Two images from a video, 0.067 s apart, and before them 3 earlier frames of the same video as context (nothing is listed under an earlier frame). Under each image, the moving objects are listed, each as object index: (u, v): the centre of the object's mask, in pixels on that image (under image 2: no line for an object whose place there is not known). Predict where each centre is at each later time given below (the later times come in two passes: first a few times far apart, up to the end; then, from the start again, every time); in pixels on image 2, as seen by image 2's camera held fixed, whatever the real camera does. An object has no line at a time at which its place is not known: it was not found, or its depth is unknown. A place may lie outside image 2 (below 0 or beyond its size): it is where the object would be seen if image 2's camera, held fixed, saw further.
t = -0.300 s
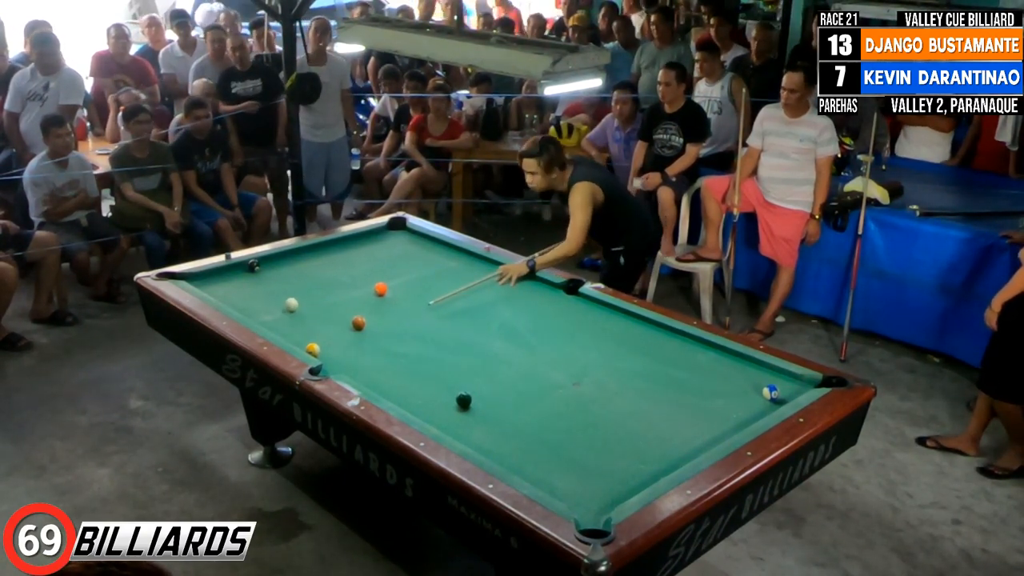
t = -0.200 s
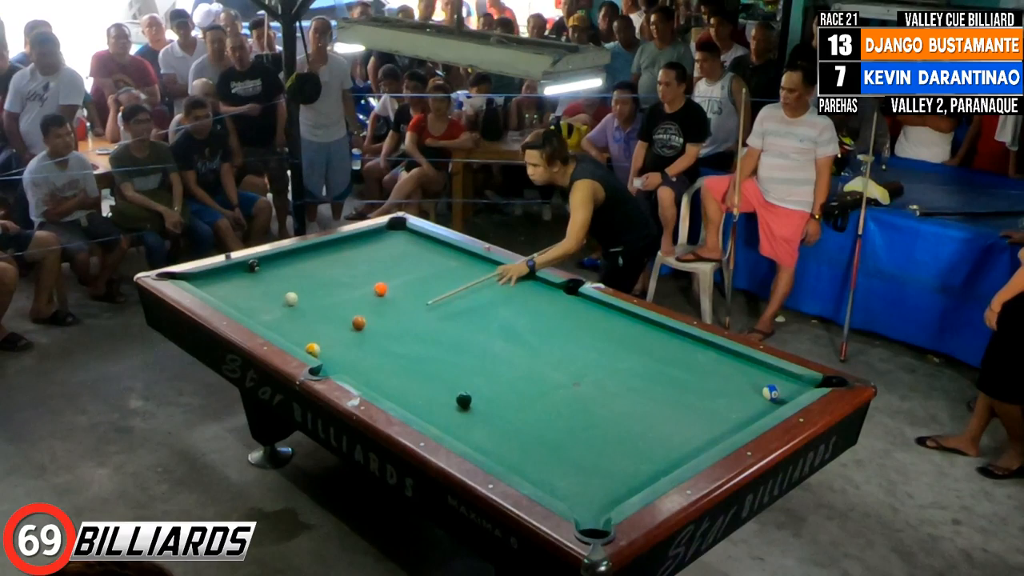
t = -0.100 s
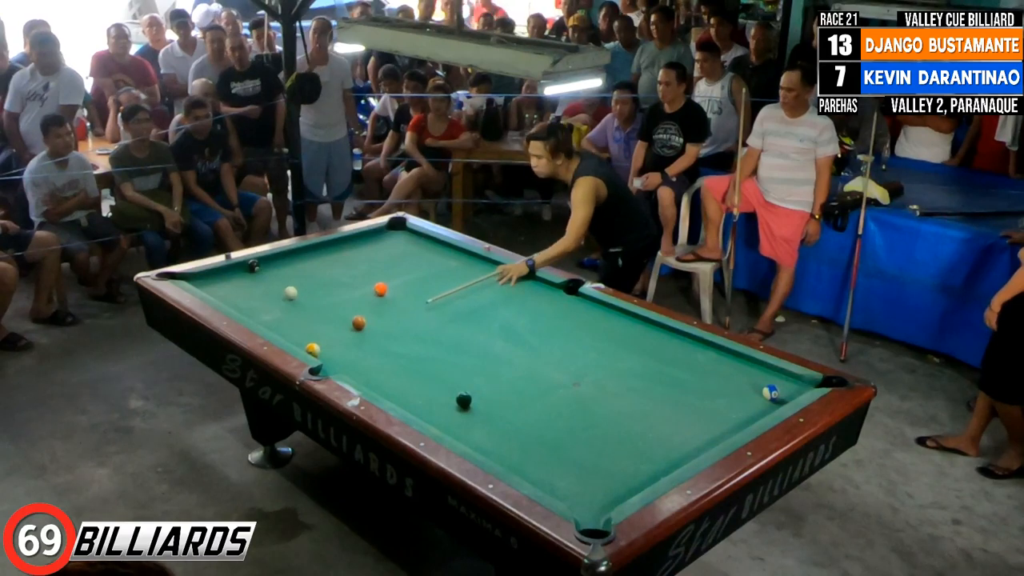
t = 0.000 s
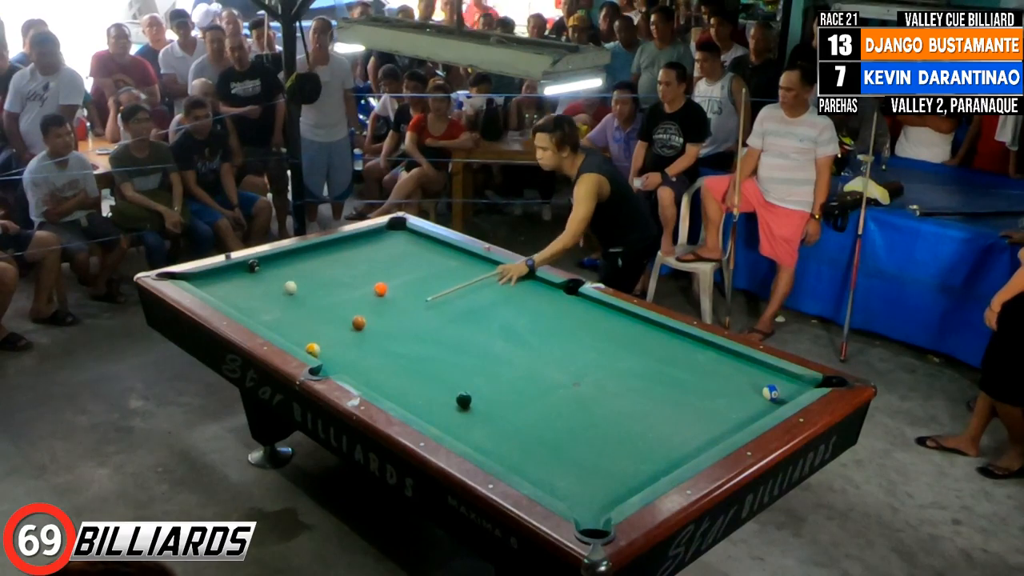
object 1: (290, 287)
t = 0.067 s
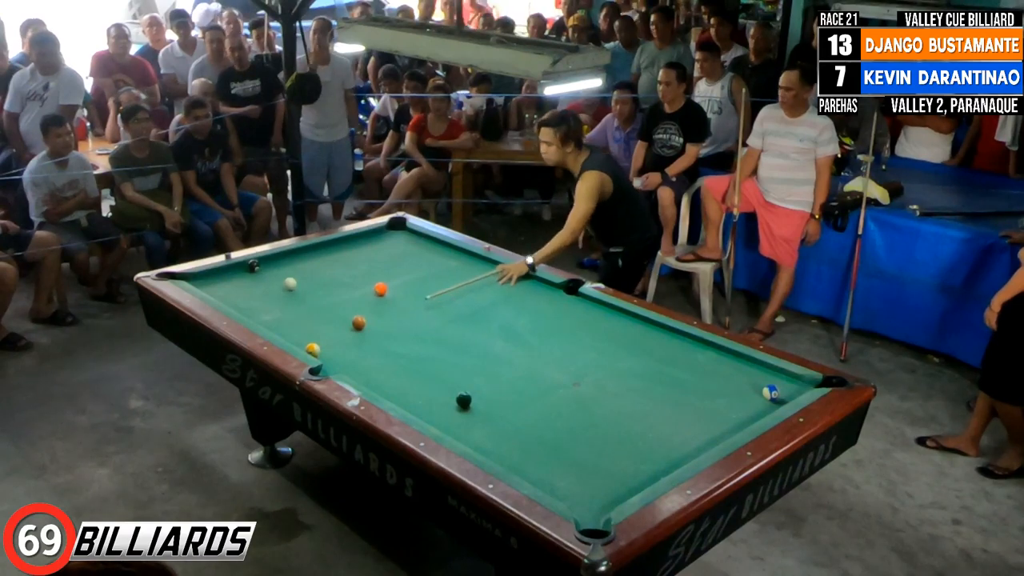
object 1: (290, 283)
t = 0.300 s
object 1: (289, 271)
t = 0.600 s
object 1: (289, 258)
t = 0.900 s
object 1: (303, 252)
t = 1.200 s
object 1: (331, 252)
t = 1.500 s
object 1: (357, 252)
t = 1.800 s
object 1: (382, 252)
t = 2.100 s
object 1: (405, 253)
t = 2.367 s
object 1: (426, 253)
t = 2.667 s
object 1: (447, 253)
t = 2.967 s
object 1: (467, 254)
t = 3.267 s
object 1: (472, 257)
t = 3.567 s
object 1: (473, 260)
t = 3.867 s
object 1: (473, 263)
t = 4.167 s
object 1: (474, 265)
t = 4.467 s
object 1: (474, 268)
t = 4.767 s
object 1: (474, 269)
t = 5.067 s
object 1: (474, 270)
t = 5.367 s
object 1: (474, 271)
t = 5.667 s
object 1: (474, 271)
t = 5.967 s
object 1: (474, 271)
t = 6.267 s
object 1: (474, 271)
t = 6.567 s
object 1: (474, 271)
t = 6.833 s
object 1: (474, 271)
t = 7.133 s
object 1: (474, 271)
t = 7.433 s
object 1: (474, 270)
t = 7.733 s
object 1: (474, 271)
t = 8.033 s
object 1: (474, 271)
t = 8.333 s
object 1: (474, 271)
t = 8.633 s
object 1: (474, 271)
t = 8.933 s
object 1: (474, 271)
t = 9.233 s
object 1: (474, 271)
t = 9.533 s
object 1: (474, 271)
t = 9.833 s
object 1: (474, 271)
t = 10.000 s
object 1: (474, 271)
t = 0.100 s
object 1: (290, 282)
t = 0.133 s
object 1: (290, 280)
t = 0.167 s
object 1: (290, 278)
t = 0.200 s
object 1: (290, 276)
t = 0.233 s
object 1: (289, 274)
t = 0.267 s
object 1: (289, 273)
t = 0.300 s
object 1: (289, 271)
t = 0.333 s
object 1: (289, 270)
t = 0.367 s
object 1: (289, 268)
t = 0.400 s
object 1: (289, 266)
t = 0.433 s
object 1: (289, 265)
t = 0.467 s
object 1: (289, 263)
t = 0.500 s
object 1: (289, 262)
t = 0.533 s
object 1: (289, 261)
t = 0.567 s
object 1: (289, 259)
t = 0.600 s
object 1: (289, 258)
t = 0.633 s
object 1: (289, 256)
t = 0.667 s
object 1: (289, 255)
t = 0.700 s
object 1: (289, 254)
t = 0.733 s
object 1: (289, 252)
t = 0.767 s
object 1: (291, 252)
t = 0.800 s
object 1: (294, 252)
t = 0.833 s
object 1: (297, 251)
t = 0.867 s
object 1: (300, 252)
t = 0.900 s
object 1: (303, 252)
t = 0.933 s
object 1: (307, 252)
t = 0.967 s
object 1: (309, 252)
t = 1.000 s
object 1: (313, 252)
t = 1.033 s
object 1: (316, 252)
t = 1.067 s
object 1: (319, 252)
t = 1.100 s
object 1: (322, 252)
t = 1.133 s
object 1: (325, 252)
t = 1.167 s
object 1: (328, 252)
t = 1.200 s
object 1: (331, 252)
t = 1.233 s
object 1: (334, 252)
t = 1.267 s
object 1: (337, 252)
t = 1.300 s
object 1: (339, 252)
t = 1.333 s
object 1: (343, 252)
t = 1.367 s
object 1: (346, 252)
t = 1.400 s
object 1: (349, 252)
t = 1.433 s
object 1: (351, 252)
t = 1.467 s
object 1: (354, 252)
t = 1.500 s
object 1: (357, 252)
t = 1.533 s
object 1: (360, 252)
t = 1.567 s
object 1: (363, 252)
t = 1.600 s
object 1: (365, 252)
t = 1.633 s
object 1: (368, 252)
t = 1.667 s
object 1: (371, 253)
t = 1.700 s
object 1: (374, 252)
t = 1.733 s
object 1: (377, 253)
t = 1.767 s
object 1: (379, 252)
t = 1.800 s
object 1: (382, 252)
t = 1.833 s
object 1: (385, 252)
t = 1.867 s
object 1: (387, 252)
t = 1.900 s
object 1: (390, 253)
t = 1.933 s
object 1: (392, 252)
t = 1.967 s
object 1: (395, 252)
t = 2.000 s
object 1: (398, 252)
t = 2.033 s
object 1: (400, 252)
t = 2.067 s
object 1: (403, 253)
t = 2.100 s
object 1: (405, 253)
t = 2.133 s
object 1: (408, 253)
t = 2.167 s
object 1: (410, 253)
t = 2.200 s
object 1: (413, 252)
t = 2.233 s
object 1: (415, 252)
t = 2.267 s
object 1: (418, 253)
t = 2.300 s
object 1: (420, 253)
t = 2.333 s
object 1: (423, 253)
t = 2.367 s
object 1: (426, 253)
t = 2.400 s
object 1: (428, 253)
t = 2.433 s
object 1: (430, 253)
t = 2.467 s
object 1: (433, 253)
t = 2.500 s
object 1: (435, 253)
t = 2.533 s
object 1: (437, 253)
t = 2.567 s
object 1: (440, 253)
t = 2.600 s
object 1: (442, 253)
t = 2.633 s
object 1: (444, 253)
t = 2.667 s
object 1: (447, 253)
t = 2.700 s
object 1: (449, 253)
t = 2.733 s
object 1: (451, 253)
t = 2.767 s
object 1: (453, 253)
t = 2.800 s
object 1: (455, 253)
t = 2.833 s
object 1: (458, 253)
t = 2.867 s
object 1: (460, 253)
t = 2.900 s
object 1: (462, 253)
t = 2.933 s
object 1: (464, 254)
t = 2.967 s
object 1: (467, 254)
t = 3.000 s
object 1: (469, 254)
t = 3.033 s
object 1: (471, 254)
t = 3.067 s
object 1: (471, 254)
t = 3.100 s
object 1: (471, 255)
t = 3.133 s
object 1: (471, 255)
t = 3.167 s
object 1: (472, 255)
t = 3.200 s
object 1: (472, 256)
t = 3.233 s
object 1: (472, 256)
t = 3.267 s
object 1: (472, 257)
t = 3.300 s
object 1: (472, 257)
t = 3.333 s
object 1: (472, 257)
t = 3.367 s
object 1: (472, 258)
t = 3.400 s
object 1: (472, 258)
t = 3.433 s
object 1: (472, 259)
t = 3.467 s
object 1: (472, 259)
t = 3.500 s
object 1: (472, 259)
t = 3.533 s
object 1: (473, 259)
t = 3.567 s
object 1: (473, 260)
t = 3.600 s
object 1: (473, 260)
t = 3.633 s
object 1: (473, 260)
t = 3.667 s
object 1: (473, 261)
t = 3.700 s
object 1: (473, 261)
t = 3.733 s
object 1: (473, 262)
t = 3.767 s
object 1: (473, 262)
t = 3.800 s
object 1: (473, 262)
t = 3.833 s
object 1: (473, 262)
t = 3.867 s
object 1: (473, 263)
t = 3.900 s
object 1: (474, 263)
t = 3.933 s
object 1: (473, 263)
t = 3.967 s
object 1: (474, 264)
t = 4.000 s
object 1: (474, 264)
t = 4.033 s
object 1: (474, 264)
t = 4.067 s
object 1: (474, 265)
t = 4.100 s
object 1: (474, 265)
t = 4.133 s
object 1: (474, 265)
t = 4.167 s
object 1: (474, 265)
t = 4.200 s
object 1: (474, 266)
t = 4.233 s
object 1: (474, 266)
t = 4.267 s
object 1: (474, 266)
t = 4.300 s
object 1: (474, 266)
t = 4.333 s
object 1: (474, 267)
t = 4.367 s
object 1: (474, 267)
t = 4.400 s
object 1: (474, 267)
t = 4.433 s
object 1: (474, 267)
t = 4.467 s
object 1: (474, 268)
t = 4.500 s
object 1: (474, 268)
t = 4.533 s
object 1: (474, 268)
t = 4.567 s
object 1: (474, 268)
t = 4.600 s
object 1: (474, 268)
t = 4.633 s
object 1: (474, 268)
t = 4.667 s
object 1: (474, 269)
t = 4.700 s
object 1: (474, 269)
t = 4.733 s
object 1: (474, 269)
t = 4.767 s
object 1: (474, 269)
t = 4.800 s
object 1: (474, 269)
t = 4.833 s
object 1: (474, 269)
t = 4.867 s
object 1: (474, 269)
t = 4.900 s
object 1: (474, 270)
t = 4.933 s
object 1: (474, 269)
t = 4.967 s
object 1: (474, 269)
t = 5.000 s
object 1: (474, 270)
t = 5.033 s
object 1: (474, 270)
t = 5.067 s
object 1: (474, 270)
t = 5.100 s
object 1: (474, 270)
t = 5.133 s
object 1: (474, 270)
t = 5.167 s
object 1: (474, 270)
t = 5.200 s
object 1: (474, 271)
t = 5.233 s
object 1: (474, 271)
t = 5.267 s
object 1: (474, 271)
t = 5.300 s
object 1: (474, 271)
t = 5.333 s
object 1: (474, 271)
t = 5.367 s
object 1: (474, 271)
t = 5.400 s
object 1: (474, 271)
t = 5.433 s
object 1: (474, 271)
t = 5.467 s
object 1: (474, 271)
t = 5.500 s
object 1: (474, 271)
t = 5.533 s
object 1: (474, 271)
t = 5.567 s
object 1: (474, 271)
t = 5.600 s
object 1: (474, 271)
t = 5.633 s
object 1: (474, 271)
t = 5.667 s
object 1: (474, 271)
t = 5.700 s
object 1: (474, 271)
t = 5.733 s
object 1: (474, 271)
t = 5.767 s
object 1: (474, 271)
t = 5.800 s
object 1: (474, 271)
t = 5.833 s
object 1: (474, 271)
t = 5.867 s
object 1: (474, 271)
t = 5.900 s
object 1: (474, 271)
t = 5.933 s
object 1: (474, 271)
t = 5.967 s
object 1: (474, 271)
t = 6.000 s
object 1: (474, 271)
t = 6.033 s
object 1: (474, 271)
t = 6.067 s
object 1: (474, 271)
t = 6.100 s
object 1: (474, 271)
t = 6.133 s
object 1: (474, 271)
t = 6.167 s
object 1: (474, 271)
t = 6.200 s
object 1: (474, 271)
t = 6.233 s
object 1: (474, 271)
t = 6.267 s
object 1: (474, 271)
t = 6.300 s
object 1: (474, 271)
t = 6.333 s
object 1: (474, 271)
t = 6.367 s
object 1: (474, 271)
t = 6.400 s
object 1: (474, 271)
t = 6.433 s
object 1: (474, 271)
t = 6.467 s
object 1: (474, 271)
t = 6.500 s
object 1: (474, 271)
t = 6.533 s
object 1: (474, 271)
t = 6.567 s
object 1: (474, 271)
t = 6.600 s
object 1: (474, 271)
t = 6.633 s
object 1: (474, 271)
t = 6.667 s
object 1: (474, 271)
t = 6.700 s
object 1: (474, 271)
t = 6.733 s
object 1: (474, 271)
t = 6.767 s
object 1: (474, 271)
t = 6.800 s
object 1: (474, 271)
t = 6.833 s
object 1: (474, 271)
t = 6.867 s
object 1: (474, 271)
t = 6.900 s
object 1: (474, 271)
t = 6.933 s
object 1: (474, 271)
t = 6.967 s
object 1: (474, 271)
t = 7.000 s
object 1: (474, 271)
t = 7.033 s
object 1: (474, 271)
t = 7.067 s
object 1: (474, 271)
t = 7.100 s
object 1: (474, 271)
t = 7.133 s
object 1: (474, 271)
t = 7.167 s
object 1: (474, 271)
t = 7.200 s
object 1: (474, 271)
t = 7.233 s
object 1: (474, 271)
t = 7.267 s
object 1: (474, 271)
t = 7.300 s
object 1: (474, 271)
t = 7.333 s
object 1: (474, 271)
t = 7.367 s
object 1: (474, 271)
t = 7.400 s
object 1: (474, 270)
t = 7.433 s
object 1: (474, 270)
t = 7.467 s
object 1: (474, 270)
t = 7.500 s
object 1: (474, 270)
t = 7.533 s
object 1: (474, 270)
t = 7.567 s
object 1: (474, 270)
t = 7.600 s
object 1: (474, 271)
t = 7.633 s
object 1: (474, 271)
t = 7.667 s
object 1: (474, 271)
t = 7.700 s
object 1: (474, 271)
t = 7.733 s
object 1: (474, 271)
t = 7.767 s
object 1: (474, 271)
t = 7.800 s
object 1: (474, 271)
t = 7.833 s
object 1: (474, 271)
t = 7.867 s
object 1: (474, 271)
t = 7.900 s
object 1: (474, 271)
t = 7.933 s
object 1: (474, 271)
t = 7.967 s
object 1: (474, 271)
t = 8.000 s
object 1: (474, 271)
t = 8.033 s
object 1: (474, 271)
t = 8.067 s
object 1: (474, 271)
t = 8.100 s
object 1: (474, 271)
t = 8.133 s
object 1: (474, 271)
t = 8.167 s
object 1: (474, 271)
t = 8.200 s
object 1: (474, 271)
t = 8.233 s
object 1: (474, 271)
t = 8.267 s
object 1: (474, 271)
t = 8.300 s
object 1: (474, 271)
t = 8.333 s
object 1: (474, 271)
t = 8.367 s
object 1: (474, 271)
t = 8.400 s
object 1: (474, 271)
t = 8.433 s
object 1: (474, 271)
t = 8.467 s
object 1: (474, 271)
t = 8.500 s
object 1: (474, 271)
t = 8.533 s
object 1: (474, 271)
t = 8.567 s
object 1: (474, 271)
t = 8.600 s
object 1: (474, 271)
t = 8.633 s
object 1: (474, 271)
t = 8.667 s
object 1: (474, 271)
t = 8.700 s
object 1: (474, 271)
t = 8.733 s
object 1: (474, 271)
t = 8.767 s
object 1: (474, 271)
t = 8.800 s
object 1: (474, 271)
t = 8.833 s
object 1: (474, 271)
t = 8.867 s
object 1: (474, 271)
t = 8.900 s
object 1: (474, 271)
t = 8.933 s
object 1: (474, 271)
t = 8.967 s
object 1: (474, 271)
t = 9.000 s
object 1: (474, 271)
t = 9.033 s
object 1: (474, 271)
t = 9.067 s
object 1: (474, 271)
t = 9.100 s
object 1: (474, 271)
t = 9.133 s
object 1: (474, 271)
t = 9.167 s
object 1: (474, 271)
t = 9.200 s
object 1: (474, 271)
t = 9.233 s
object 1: (474, 271)
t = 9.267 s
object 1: (474, 271)
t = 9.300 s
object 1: (474, 271)
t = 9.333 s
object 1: (474, 271)
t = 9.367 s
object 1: (474, 271)
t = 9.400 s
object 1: (474, 271)
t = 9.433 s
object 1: (474, 271)
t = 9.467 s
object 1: (474, 271)
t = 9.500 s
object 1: (474, 271)
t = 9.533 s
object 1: (474, 271)
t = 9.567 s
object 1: (474, 271)
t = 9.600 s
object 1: (474, 271)
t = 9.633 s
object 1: (474, 271)
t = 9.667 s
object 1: (474, 271)
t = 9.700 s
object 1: (474, 271)
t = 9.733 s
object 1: (474, 271)
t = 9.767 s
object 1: (474, 271)
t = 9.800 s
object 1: (474, 271)
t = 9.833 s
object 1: (474, 271)
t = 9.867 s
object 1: (474, 271)
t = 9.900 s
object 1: (474, 271)
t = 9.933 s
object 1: (474, 271)
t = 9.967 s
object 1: (474, 271)
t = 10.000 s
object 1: (474, 271)
